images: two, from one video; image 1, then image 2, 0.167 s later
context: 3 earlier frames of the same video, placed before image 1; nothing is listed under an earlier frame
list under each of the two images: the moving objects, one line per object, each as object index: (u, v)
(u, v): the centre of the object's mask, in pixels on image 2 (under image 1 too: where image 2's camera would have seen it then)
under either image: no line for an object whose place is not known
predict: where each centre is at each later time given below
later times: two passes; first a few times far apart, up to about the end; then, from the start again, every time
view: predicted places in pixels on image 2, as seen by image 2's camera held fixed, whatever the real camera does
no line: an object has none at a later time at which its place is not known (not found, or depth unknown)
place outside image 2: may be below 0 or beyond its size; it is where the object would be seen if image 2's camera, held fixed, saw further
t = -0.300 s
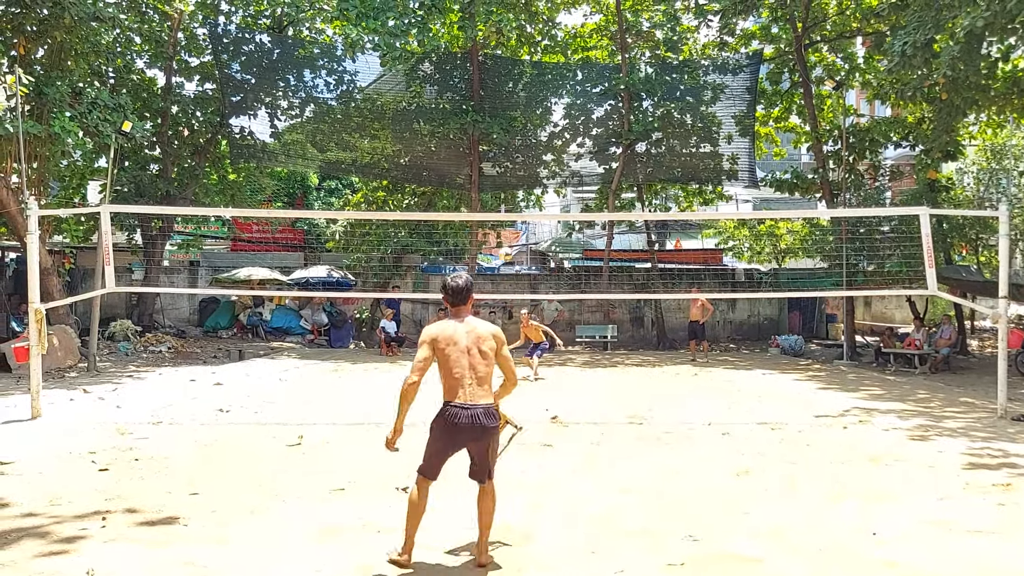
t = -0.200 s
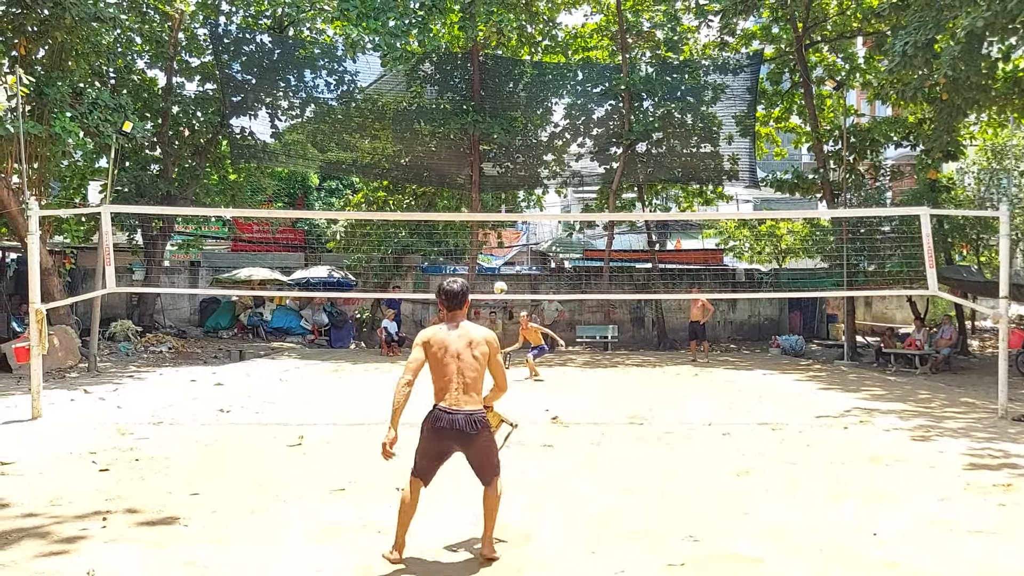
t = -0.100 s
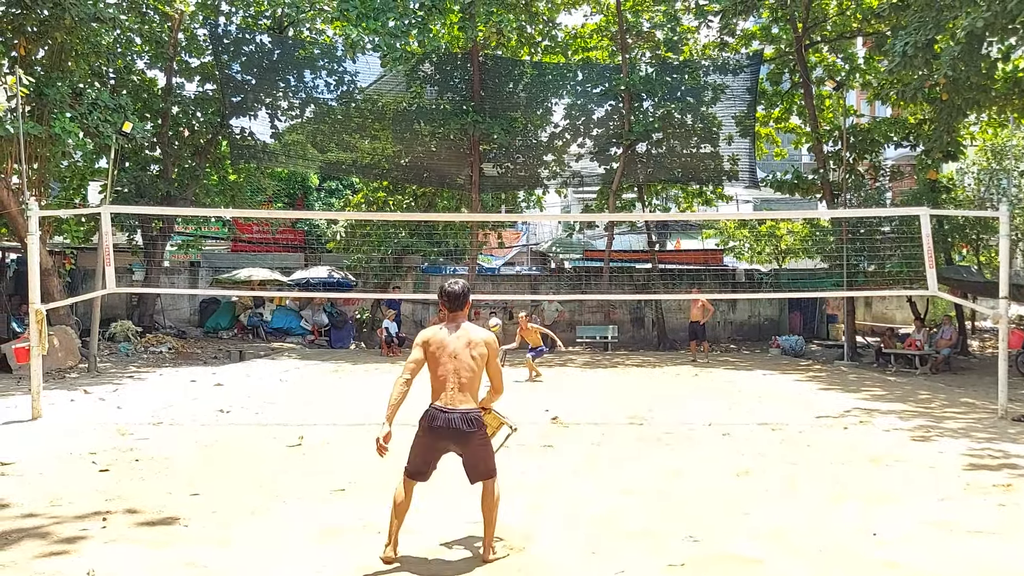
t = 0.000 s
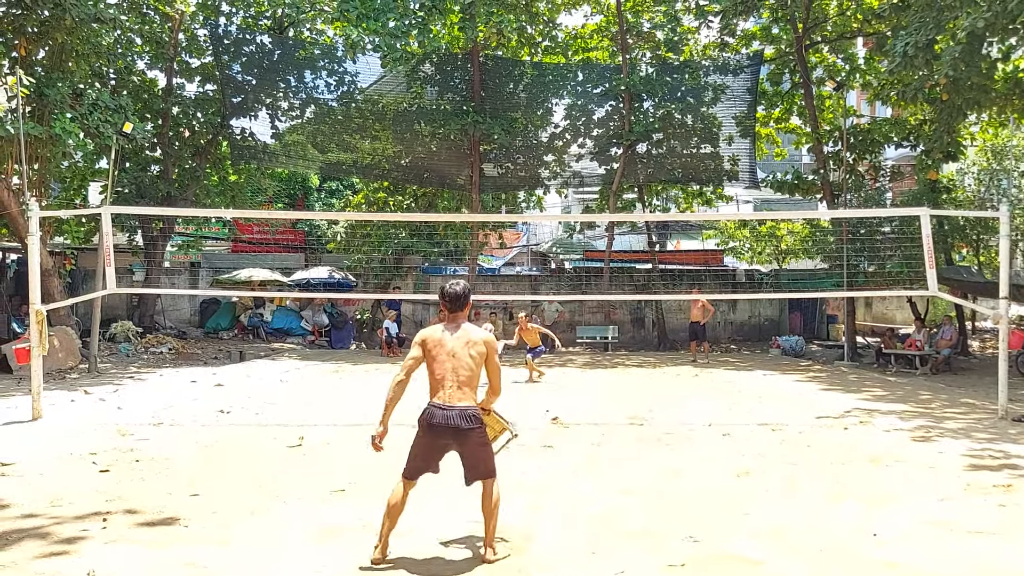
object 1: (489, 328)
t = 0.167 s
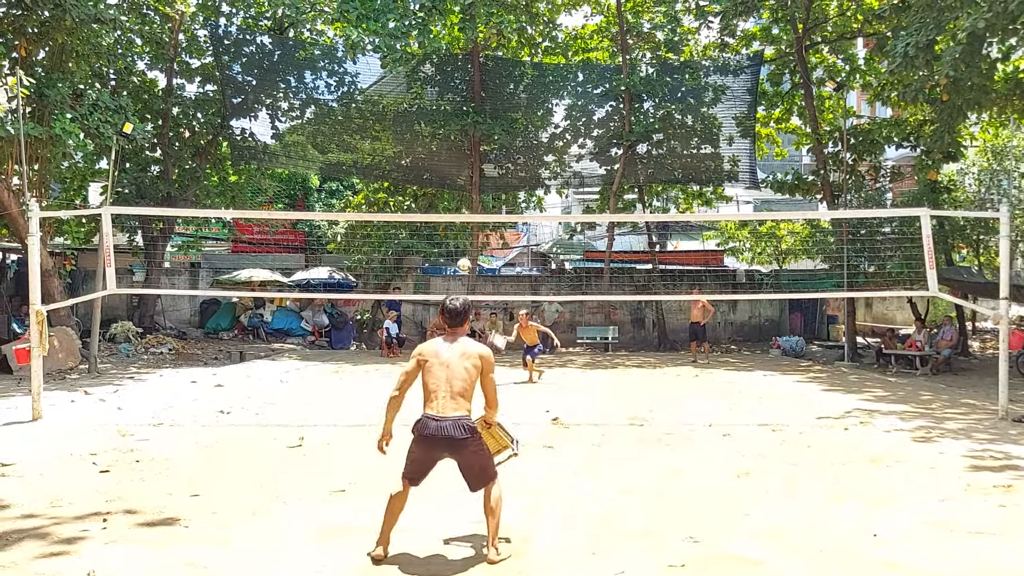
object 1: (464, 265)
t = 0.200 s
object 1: (458, 253)
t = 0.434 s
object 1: (416, 177)
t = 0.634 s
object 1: (367, 128)
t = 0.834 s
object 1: (303, 102)
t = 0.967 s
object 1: (246, 106)
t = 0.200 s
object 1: (458, 253)
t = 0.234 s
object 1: (453, 242)
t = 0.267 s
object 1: (447, 230)
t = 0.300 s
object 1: (441, 219)
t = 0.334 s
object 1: (436, 207)
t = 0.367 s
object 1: (429, 197)
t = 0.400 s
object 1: (423, 187)
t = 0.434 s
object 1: (416, 177)
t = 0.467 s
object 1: (409, 168)
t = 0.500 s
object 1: (401, 159)
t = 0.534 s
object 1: (393, 150)
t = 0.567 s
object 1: (385, 142)
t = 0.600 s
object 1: (376, 135)
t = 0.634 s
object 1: (367, 128)
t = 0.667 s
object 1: (358, 121)
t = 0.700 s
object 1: (347, 116)
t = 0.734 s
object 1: (337, 111)
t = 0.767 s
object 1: (326, 107)
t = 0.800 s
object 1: (315, 103)
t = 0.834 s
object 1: (303, 102)
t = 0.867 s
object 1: (290, 101)
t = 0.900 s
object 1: (276, 101)
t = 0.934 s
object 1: (262, 102)
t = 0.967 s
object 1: (246, 106)
